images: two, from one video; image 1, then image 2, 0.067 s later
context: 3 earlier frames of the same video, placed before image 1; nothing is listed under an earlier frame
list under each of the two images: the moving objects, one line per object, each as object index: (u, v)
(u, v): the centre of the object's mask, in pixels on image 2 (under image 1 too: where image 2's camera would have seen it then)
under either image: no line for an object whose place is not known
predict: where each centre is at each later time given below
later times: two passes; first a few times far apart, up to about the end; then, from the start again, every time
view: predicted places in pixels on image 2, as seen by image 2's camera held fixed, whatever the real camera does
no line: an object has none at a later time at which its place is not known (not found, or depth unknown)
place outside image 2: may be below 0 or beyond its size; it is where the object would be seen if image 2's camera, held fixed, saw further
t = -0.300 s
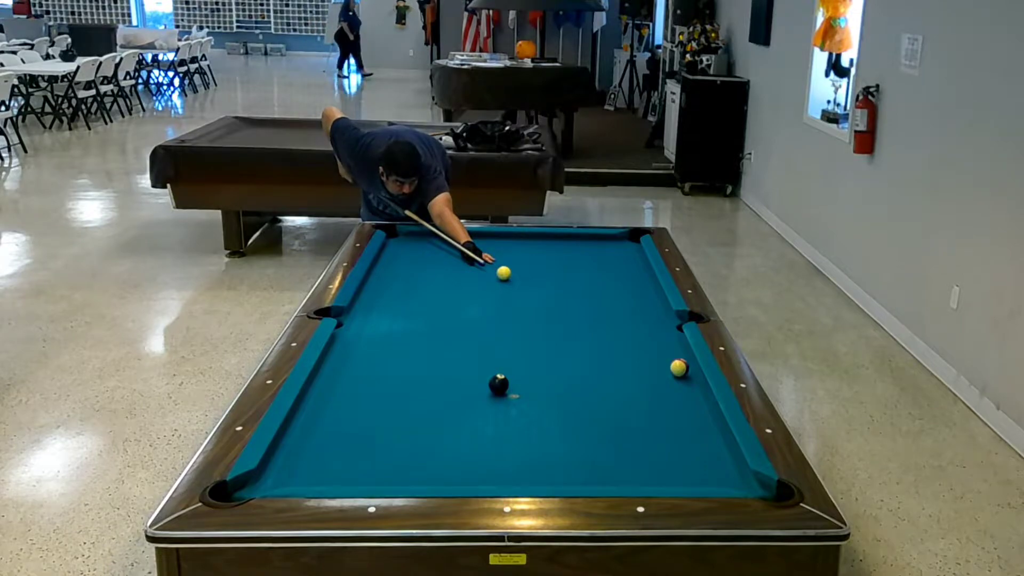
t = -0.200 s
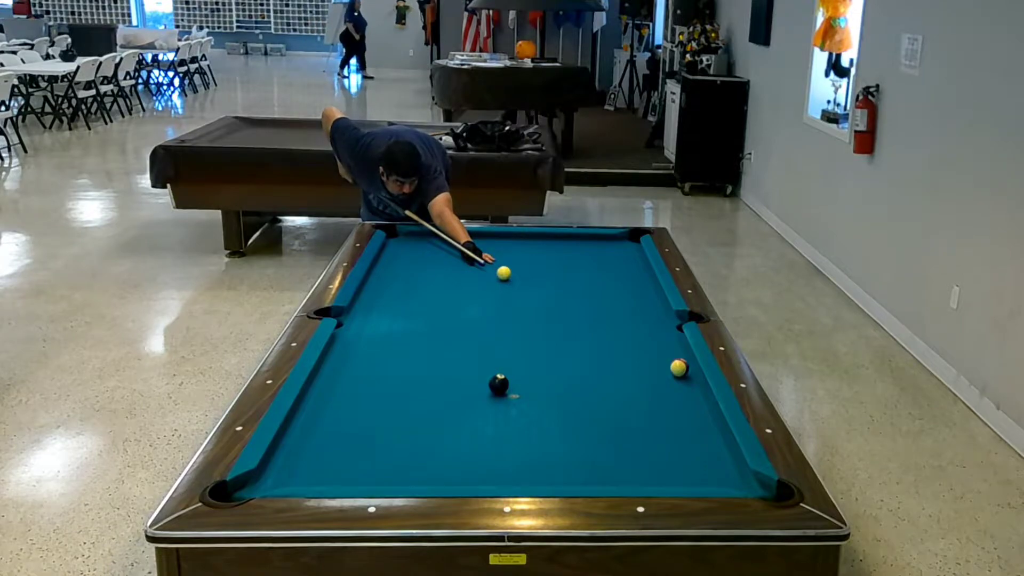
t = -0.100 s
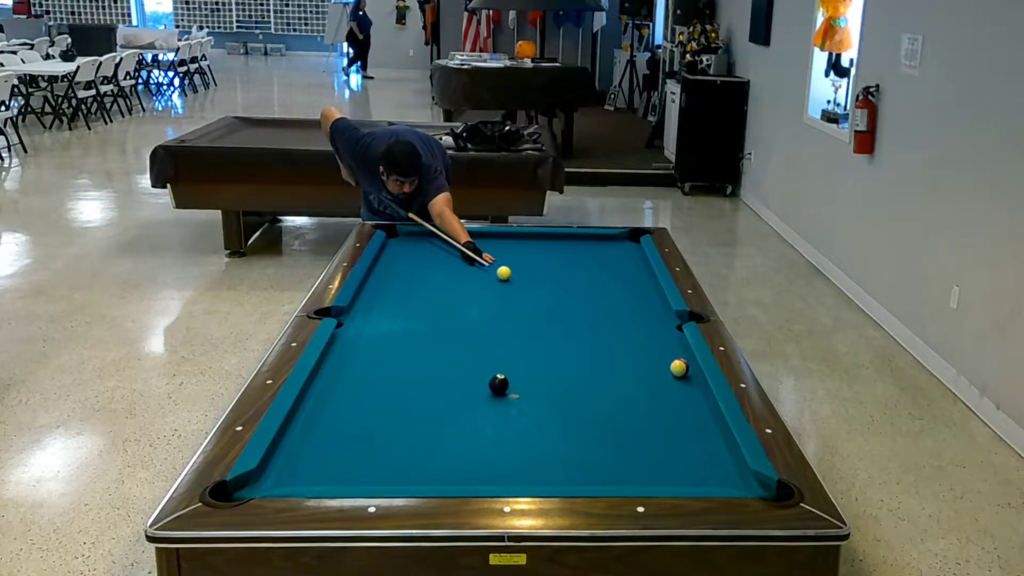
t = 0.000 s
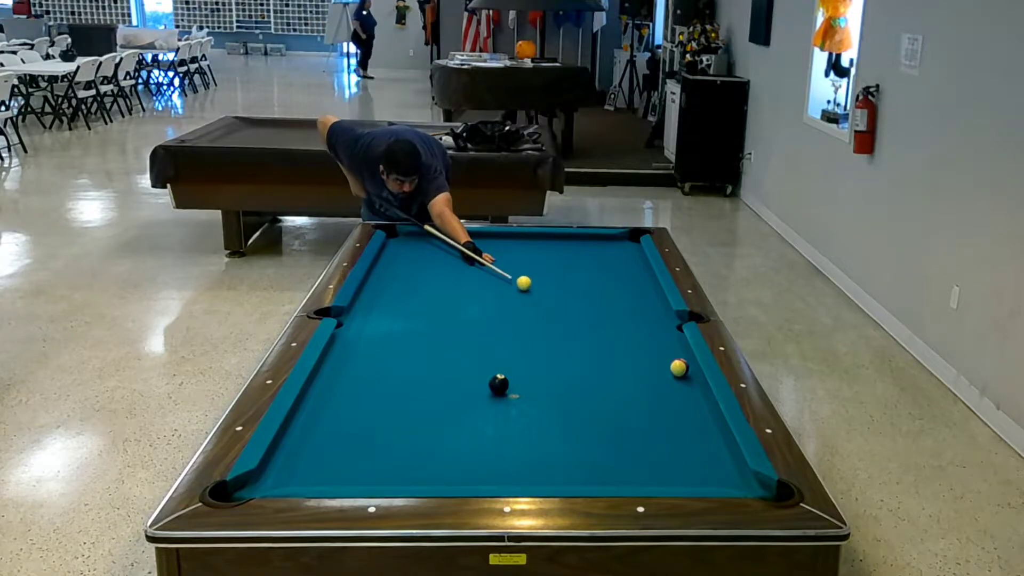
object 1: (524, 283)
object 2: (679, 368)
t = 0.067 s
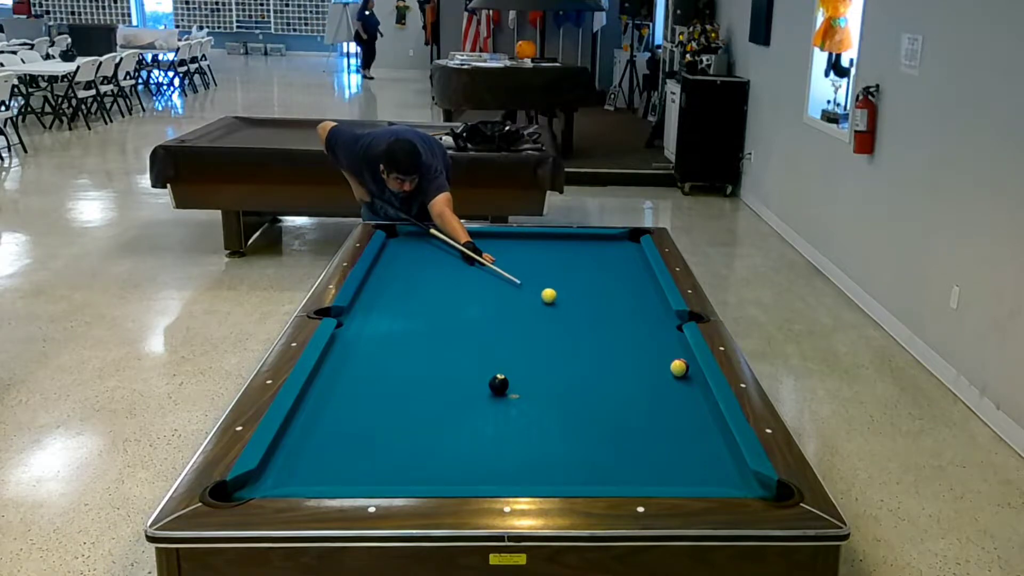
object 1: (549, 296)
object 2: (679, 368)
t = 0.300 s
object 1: (633, 338)
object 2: (679, 368)
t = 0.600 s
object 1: (670, 363)
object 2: (692, 394)
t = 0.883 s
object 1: (638, 370)
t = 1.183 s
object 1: (605, 377)
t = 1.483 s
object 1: (575, 384)
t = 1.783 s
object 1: (548, 389)
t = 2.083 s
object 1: (523, 394)
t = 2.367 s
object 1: (503, 397)
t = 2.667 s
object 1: (485, 400)
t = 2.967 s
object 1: (472, 402)
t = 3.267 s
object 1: (464, 404)
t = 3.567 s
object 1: (461, 403)
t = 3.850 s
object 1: (461, 403)
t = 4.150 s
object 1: (461, 403)
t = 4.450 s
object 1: (461, 403)
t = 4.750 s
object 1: (461, 404)
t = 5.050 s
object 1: (461, 403)
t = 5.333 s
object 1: (461, 403)
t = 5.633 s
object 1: (461, 403)
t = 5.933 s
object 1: (461, 403)
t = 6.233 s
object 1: (461, 403)
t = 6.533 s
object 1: (461, 403)
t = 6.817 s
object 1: (461, 403)
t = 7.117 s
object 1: (461, 404)
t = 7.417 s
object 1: (461, 403)
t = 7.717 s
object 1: (461, 403)
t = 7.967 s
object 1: (461, 403)
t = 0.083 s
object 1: (555, 299)
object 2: (679, 368)
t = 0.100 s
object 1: (561, 302)
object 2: (679, 368)
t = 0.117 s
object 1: (567, 305)
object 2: (679, 368)
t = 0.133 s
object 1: (573, 308)
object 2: (679, 368)
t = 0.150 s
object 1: (580, 312)
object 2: (679, 368)
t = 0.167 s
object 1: (586, 315)
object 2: (679, 368)
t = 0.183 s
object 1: (592, 318)
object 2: (679, 368)
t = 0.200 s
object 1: (598, 321)
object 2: (679, 368)
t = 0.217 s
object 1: (604, 324)
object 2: (679, 368)
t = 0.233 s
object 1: (610, 327)
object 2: (679, 368)
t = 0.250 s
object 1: (616, 330)
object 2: (679, 368)
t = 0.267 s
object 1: (622, 333)
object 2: (679, 368)
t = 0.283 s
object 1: (627, 336)
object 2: (679, 368)
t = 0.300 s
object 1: (633, 338)
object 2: (679, 368)
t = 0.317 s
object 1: (639, 341)
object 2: (679, 368)
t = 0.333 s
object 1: (644, 344)
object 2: (679, 368)
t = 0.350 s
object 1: (650, 347)
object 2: (679, 368)
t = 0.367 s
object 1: (655, 350)
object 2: (679, 368)
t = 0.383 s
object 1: (661, 352)
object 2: (679, 368)
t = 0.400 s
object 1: (667, 355)
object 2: (679, 368)
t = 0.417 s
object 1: (672, 356)
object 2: (679, 368)
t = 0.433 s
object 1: (678, 357)
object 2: (680, 369)
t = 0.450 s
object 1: (683, 359)
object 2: (681, 372)
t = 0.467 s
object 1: (688, 360)
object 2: (682, 374)
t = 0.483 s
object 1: (686, 360)
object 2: (683, 377)
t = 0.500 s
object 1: (683, 361)
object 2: (685, 380)
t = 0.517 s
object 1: (681, 361)
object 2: (686, 382)
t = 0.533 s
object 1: (678, 361)
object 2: (687, 385)
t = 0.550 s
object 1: (676, 361)
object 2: (688, 387)
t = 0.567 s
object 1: (674, 362)
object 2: (689, 389)
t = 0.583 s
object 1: (672, 362)
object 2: (690, 392)
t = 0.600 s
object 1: (670, 363)
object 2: (692, 394)
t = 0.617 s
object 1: (669, 363)
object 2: (692, 396)
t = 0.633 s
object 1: (666, 364)
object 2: (693, 398)
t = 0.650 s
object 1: (665, 364)
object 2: (695, 400)
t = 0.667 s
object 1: (663, 365)
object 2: (696, 402)
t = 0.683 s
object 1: (661, 365)
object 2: (697, 405)
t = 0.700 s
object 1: (659, 365)
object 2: (699, 408)
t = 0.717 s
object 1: (657, 366)
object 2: (700, 410)
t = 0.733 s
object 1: (655, 366)
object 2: (701, 412)
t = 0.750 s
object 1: (653, 367)
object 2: (702, 415)
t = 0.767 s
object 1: (651, 367)
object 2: (703, 417)
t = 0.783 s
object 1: (649, 368)
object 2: (704, 419)
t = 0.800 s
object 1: (647, 368)
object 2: (705, 421)
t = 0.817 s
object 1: (646, 368)
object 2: (706, 424)
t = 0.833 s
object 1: (644, 369)
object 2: (708, 427)
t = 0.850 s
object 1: (642, 369)
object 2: (709, 429)
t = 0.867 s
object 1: (640, 370)
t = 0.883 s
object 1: (638, 370)
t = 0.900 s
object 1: (636, 371)
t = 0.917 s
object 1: (634, 371)
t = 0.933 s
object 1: (632, 371)
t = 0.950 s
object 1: (631, 372)
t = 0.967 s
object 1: (629, 372)
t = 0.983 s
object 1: (627, 373)
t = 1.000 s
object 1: (625, 373)
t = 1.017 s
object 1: (623, 373)
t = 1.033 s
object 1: (622, 374)
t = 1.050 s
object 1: (620, 374)
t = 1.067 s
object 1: (618, 374)
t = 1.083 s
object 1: (616, 375)
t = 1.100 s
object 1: (614, 375)
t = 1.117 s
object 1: (612, 376)
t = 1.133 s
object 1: (611, 376)
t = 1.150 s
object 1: (609, 376)
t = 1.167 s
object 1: (607, 377)
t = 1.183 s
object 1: (605, 377)
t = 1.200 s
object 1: (604, 378)
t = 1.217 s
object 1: (602, 378)
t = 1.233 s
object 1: (600, 378)
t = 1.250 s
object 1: (598, 379)
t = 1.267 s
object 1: (597, 379)
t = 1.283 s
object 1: (595, 380)
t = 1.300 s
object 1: (593, 380)
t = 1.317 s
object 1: (592, 380)
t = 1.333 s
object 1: (590, 380)
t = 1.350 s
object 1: (588, 381)
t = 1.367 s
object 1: (587, 381)
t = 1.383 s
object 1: (585, 382)
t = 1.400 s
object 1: (583, 382)
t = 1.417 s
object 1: (582, 382)
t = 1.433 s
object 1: (580, 383)
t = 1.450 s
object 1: (578, 383)
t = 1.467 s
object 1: (577, 383)
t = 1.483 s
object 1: (575, 384)
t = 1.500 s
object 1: (573, 384)
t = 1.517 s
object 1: (572, 384)
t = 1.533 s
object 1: (570, 385)
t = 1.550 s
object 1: (569, 385)
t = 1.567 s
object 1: (567, 385)
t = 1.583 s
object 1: (566, 386)
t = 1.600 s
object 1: (564, 386)
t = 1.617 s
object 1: (563, 386)
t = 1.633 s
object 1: (561, 387)
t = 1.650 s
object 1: (559, 387)
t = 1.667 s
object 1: (558, 387)
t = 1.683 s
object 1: (556, 387)
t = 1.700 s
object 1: (555, 388)
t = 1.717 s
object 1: (553, 388)
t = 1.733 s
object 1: (552, 388)
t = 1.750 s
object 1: (551, 388)
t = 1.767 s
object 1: (549, 389)
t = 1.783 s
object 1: (548, 389)
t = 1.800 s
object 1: (546, 389)
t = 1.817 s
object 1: (545, 390)
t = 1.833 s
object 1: (543, 390)
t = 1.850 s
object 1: (542, 390)
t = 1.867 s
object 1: (541, 390)
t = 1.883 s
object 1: (539, 391)
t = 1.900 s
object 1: (538, 391)
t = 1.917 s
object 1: (536, 391)
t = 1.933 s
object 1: (535, 391)
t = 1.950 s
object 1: (534, 392)
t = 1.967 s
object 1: (532, 392)
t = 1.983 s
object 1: (531, 392)
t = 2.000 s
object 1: (530, 392)
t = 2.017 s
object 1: (528, 393)
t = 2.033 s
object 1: (527, 393)
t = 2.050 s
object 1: (526, 393)
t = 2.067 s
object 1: (524, 393)
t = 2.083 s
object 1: (523, 394)
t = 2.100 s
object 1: (522, 394)
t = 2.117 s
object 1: (521, 394)
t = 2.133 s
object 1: (519, 394)
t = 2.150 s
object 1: (518, 395)
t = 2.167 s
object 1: (517, 395)
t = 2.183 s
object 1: (516, 395)
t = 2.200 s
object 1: (514, 395)
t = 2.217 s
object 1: (513, 396)
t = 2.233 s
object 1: (512, 396)
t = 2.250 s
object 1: (511, 396)
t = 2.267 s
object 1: (510, 396)
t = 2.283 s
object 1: (508, 396)
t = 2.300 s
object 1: (507, 397)
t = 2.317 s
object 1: (506, 397)
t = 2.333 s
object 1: (505, 397)
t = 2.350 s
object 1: (504, 397)
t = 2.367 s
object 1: (503, 397)
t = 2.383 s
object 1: (502, 397)
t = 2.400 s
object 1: (501, 397)
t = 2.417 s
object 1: (500, 398)
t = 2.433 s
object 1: (499, 398)
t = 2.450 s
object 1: (498, 398)
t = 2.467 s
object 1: (497, 398)
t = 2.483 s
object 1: (496, 398)
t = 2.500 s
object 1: (495, 398)
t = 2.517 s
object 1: (494, 398)
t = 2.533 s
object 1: (493, 399)
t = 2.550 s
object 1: (492, 399)
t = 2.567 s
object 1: (491, 399)
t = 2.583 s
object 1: (490, 399)
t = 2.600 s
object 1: (489, 399)
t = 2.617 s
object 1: (488, 400)
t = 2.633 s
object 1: (487, 400)
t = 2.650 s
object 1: (486, 400)
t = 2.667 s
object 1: (485, 400)
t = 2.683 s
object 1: (485, 400)
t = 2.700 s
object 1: (484, 400)
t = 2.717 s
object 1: (483, 401)
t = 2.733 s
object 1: (482, 401)
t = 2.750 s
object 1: (481, 401)
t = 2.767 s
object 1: (480, 401)
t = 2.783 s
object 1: (480, 401)
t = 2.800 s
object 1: (479, 401)
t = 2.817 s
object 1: (478, 401)
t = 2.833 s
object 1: (477, 401)
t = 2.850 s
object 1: (477, 402)
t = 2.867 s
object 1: (476, 402)
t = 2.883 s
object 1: (476, 402)
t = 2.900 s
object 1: (475, 402)
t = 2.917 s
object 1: (474, 402)
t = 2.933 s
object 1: (474, 402)
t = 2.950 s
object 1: (473, 402)
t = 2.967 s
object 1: (472, 402)
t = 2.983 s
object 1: (472, 403)
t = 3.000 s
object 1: (471, 403)
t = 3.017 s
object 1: (471, 403)
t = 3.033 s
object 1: (470, 403)
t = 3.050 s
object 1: (470, 403)
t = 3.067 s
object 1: (469, 403)
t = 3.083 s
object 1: (469, 403)
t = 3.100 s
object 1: (468, 403)
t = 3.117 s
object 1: (468, 403)
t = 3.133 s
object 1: (467, 403)
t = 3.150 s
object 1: (467, 403)
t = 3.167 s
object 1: (467, 404)
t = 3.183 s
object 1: (466, 404)
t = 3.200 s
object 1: (466, 404)
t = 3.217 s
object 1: (465, 404)
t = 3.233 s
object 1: (465, 404)
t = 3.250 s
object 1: (465, 404)
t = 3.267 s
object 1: (464, 404)
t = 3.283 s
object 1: (464, 404)
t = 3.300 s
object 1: (464, 404)
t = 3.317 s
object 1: (464, 404)
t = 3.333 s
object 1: (463, 404)
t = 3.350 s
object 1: (463, 404)
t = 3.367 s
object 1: (463, 404)
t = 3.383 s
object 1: (463, 404)
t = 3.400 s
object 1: (463, 404)
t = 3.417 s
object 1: (462, 404)
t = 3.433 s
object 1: (462, 404)
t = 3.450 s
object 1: (462, 404)
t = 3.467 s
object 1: (462, 404)
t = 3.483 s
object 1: (462, 404)
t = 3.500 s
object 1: (461, 404)
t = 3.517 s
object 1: (461, 404)
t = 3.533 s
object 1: (461, 404)
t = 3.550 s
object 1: (461, 403)
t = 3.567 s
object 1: (461, 403)
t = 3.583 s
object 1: (461, 403)
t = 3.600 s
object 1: (461, 403)
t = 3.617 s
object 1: (461, 403)
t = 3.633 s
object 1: (461, 403)
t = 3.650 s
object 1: (461, 403)
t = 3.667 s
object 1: (461, 403)
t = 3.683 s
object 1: (460, 403)
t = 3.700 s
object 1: (460, 403)
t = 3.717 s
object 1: (460, 403)
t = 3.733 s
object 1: (460, 403)
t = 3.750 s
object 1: (460, 403)
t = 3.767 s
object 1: (460, 403)
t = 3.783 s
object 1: (461, 403)
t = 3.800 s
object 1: (461, 403)
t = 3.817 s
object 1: (461, 403)
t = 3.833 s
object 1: (461, 403)
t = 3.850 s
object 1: (461, 403)
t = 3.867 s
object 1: (461, 403)
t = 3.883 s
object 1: (461, 403)
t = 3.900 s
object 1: (461, 403)
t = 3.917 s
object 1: (461, 403)
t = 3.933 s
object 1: (461, 403)
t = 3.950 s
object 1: (461, 403)
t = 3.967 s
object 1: (461, 403)
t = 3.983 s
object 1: (461, 403)
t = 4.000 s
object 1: (461, 403)
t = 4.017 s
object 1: (461, 403)
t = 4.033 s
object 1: (461, 403)
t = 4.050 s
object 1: (461, 403)
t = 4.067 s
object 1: (461, 403)
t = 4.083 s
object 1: (461, 403)
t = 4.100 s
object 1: (461, 403)
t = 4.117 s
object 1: (461, 403)
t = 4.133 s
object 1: (461, 403)
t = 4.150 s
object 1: (461, 403)
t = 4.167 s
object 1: (461, 403)
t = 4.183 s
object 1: (461, 403)
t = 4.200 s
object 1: (461, 403)
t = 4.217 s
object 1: (461, 403)
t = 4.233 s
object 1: (461, 403)
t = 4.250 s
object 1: (461, 403)
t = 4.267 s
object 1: (461, 403)
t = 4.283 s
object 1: (461, 403)
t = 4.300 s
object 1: (461, 403)
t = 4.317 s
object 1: (461, 403)
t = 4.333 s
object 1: (461, 403)
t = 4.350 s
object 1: (461, 403)
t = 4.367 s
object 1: (461, 403)
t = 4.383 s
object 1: (461, 403)
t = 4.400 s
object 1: (461, 403)
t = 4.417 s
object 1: (461, 403)
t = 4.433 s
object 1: (461, 404)
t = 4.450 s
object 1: (461, 403)
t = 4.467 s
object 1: (461, 404)
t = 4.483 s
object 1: (461, 404)
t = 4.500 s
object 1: (461, 404)
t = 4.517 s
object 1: (461, 404)
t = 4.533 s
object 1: (461, 403)
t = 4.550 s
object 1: (461, 404)
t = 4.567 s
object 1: (461, 404)
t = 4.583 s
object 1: (461, 404)
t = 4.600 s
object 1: (461, 404)
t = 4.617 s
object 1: (461, 404)
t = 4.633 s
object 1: (461, 404)
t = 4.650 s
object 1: (461, 404)
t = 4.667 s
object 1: (461, 404)
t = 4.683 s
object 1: (461, 404)
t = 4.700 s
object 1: (461, 404)
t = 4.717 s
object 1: (461, 404)
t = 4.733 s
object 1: (461, 404)
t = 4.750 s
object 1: (461, 404)
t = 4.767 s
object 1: (461, 404)
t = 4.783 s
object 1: (461, 404)
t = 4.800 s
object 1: (461, 404)
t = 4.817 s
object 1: (461, 404)
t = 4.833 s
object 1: (461, 404)
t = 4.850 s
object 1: (461, 404)
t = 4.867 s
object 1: (461, 404)
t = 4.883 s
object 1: (461, 403)
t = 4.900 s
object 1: (461, 403)
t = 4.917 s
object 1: (461, 403)
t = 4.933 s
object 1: (461, 403)
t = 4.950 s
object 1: (461, 403)
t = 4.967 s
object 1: (461, 403)
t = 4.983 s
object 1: (461, 403)
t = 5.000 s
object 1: (461, 403)
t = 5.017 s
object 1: (461, 403)
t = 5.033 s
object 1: (461, 403)
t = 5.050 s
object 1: (461, 403)
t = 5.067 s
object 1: (461, 403)
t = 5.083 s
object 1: (461, 403)
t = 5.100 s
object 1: (461, 403)
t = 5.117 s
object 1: (461, 403)
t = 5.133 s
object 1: (461, 403)
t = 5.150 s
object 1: (461, 403)
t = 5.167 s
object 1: (461, 403)
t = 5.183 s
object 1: (461, 403)
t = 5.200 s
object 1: (461, 403)
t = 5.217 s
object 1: (461, 403)
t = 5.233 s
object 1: (461, 403)
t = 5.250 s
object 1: (461, 403)
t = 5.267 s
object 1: (461, 403)
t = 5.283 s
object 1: (461, 403)
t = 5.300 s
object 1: (461, 403)
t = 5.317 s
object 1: (461, 403)
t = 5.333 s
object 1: (461, 403)
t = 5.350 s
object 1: (461, 403)
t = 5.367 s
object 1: (461, 403)
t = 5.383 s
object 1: (461, 403)
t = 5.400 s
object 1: (461, 403)
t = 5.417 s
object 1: (461, 403)
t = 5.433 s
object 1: (461, 403)
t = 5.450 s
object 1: (461, 403)
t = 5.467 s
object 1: (461, 403)
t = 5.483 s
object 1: (461, 403)
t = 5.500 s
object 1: (461, 403)
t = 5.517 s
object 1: (461, 403)
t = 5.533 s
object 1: (461, 403)
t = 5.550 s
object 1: (461, 403)
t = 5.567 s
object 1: (461, 403)
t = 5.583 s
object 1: (461, 403)
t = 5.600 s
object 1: (461, 403)
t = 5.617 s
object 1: (461, 403)
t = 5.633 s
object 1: (461, 403)
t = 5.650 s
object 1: (461, 403)
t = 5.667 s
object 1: (461, 403)
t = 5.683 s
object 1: (461, 403)
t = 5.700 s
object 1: (461, 403)
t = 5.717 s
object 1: (461, 403)
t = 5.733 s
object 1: (461, 403)
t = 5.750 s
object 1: (461, 403)
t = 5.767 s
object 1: (461, 403)
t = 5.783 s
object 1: (461, 403)
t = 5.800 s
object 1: (461, 403)
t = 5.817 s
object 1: (461, 403)
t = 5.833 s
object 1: (461, 403)
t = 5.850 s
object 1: (461, 403)
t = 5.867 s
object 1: (461, 403)
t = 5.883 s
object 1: (461, 403)
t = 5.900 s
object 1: (461, 403)
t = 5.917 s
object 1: (461, 403)
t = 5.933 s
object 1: (461, 403)
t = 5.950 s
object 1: (461, 403)
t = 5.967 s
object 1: (461, 403)
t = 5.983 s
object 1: (461, 403)
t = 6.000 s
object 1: (461, 403)
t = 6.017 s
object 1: (461, 403)
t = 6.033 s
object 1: (461, 403)
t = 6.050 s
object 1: (461, 403)
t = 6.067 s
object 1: (461, 403)
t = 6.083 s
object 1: (461, 403)
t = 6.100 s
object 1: (461, 403)
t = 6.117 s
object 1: (461, 403)
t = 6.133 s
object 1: (461, 403)
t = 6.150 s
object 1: (461, 403)
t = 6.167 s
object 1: (461, 403)
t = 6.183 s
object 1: (461, 403)
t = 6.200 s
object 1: (461, 403)
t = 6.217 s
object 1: (461, 403)
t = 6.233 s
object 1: (461, 403)
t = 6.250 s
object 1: (461, 403)
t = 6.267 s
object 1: (461, 403)
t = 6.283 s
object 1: (461, 403)
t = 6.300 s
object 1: (461, 403)
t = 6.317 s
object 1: (461, 403)
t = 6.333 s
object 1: (461, 403)
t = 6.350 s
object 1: (461, 403)
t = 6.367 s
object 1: (461, 403)
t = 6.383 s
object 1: (461, 403)
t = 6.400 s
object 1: (461, 403)
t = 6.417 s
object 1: (461, 403)
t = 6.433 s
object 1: (461, 403)
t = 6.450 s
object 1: (461, 403)
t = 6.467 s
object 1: (461, 403)
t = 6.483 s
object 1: (461, 403)
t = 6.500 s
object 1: (461, 403)
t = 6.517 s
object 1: (461, 403)
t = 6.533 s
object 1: (461, 403)
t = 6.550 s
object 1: (461, 403)
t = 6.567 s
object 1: (461, 403)
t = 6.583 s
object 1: (461, 403)
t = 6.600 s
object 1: (461, 403)
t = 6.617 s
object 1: (461, 403)
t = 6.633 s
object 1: (461, 403)
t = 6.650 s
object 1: (461, 403)
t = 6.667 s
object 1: (461, 403)
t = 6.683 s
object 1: (461, 403)
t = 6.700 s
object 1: (461, 403)
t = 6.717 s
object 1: (461, 403)
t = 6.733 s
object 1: (461, 403)
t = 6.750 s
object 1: (461, 403)
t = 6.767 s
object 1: (461, 403)
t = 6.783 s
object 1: (461, 403)
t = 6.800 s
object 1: (461, 403)
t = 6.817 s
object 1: (461, 403)
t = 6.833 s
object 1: (461, 403)
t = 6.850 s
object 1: (461, 403)
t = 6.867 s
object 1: (461, 403)
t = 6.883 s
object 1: (461, 404)
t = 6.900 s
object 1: (461, 404)
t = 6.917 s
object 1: (461, 404)
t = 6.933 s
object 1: (461, 404)
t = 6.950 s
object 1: (461, 404)
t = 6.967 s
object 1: (461, 404)
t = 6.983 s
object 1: (461, 404)
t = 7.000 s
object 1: (461, 404)
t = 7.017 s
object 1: (461, 404)
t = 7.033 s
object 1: (461, 404)
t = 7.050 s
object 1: (461, 404)
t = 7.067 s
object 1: (461, 404)
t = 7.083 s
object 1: (461, 404)
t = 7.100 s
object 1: (461, 404)
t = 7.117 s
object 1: (461, 404)
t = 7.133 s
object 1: (461, 404)
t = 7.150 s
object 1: (461, 404)
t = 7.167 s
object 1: (461, 404)
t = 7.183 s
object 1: (461, 404)
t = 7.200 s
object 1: (461, 404)
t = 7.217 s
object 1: (461, 404)
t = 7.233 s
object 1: (461, 404)
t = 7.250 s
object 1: (461, 404)
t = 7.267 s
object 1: (461, 404)
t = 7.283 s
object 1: (461, 404)
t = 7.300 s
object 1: (461, 404)
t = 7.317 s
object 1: (461, 403)
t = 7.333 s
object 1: (461, 403)
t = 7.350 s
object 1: (461, 403)
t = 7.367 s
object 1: (461, 404)
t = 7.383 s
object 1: (461, 403)
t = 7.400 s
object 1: (461, 403)
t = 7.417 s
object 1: (461, 403)
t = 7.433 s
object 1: (461, 403)
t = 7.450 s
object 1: (461, 403)
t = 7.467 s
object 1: (461, 403)
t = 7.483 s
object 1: (461, 403)
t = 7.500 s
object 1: (461, 403)
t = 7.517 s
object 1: (461, 403)
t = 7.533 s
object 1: (461, 403)
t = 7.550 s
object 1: (461, 403)
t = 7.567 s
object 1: (461, 403)
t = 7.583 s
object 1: (461, 403)
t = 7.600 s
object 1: (461, 403)
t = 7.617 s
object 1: (461, 403)
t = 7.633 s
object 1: (461, 403)
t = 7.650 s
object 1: (461, 403)
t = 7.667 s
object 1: (461, 403)
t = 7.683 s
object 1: (461, 403)
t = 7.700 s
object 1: (461, 403)
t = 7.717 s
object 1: (461, 403)
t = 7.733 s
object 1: (461, 403)
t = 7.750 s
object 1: (461, 403)
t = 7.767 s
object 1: (461, 403)
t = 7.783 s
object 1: (461, 403)
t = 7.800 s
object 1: (461, 403)
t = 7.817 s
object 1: (461, 403)
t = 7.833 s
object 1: (461, 403)
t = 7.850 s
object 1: (461, 403)
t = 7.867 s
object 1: (461, 403)
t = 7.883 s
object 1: (461, 403)
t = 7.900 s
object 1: (461, 403)
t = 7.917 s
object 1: (461, 403)
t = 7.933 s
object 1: (461, 403)
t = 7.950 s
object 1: (461, 403)
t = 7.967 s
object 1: (461, 403)
